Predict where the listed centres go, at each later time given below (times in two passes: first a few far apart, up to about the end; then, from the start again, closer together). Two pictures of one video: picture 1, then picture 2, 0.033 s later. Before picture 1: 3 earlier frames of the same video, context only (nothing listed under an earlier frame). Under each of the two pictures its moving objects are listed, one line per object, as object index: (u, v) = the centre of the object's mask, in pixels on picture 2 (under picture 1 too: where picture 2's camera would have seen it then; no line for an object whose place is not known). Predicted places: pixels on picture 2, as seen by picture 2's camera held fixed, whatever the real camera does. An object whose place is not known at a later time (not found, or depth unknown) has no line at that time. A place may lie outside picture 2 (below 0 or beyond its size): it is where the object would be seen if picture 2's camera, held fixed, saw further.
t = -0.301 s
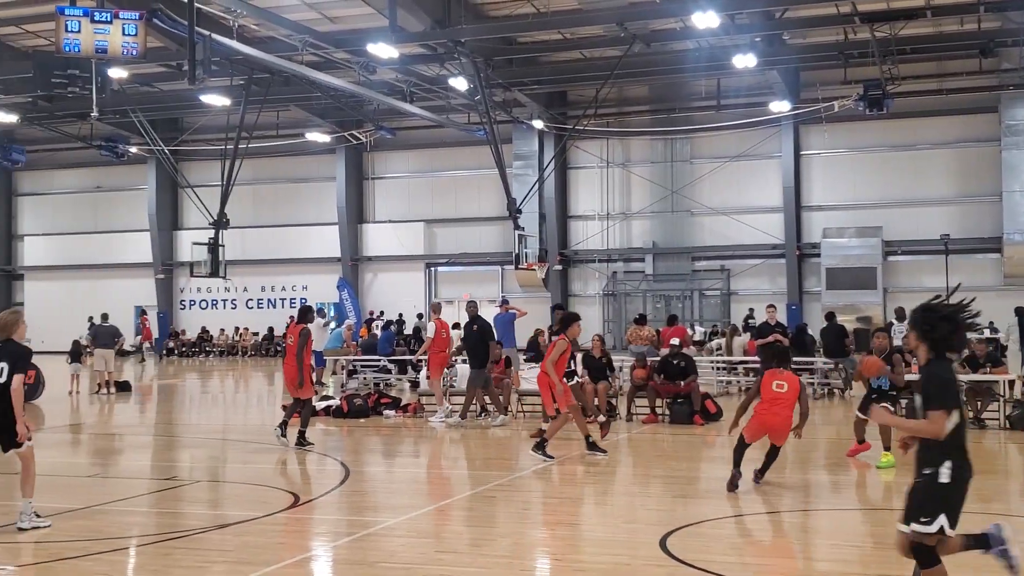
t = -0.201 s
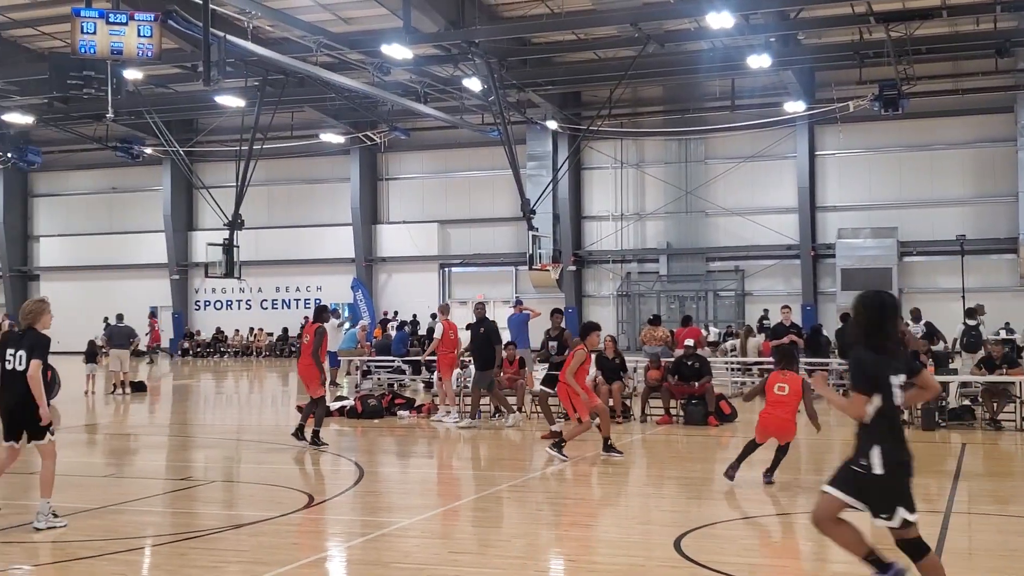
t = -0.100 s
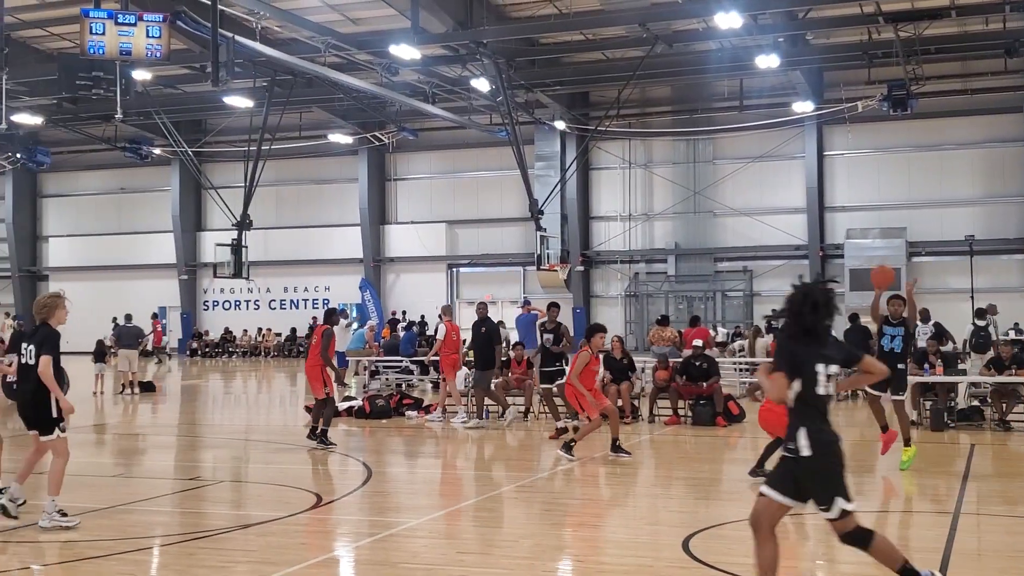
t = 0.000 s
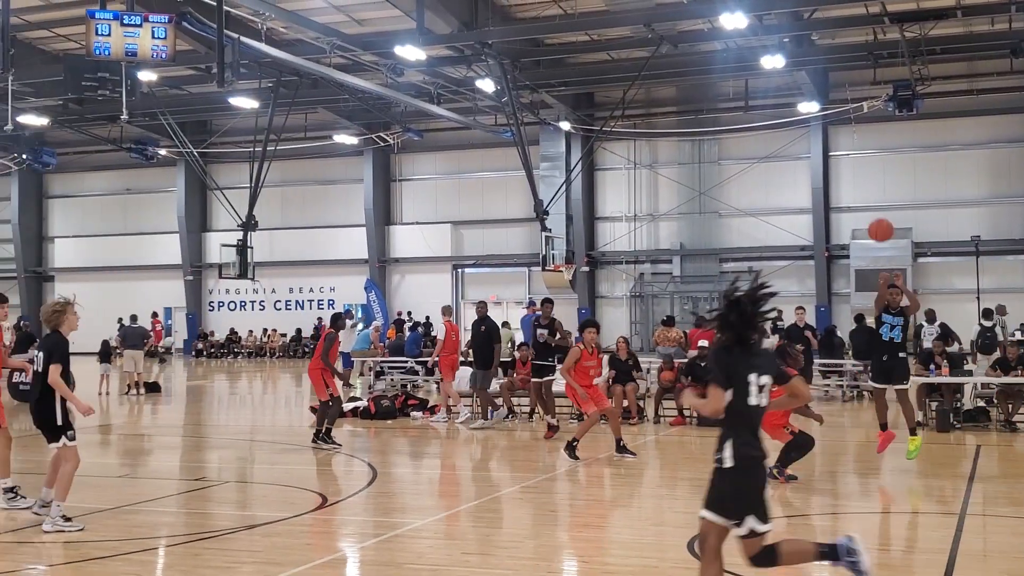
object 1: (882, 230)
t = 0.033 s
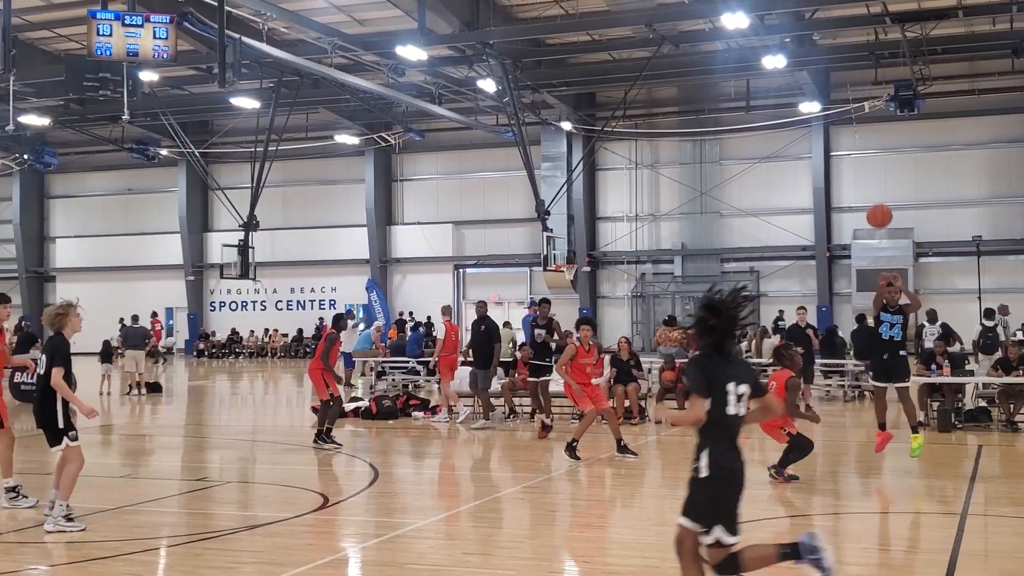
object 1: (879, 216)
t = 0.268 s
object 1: (858, 138)
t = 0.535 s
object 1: (827, 108)
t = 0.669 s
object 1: (806, 128)
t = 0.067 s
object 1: (876, 202)
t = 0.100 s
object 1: (873, 190)
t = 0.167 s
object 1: (868, 167)
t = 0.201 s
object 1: (865, 156)
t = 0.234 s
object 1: (862, 147)
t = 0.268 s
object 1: (858, 138)
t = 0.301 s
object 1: (855, 130)
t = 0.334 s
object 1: (851, 124)
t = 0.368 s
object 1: (847, 118)
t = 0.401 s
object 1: (843, 113)
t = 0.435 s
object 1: (839, 110)
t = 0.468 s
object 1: (835, 108)
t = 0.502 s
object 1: (831, 107)
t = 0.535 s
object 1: (827, 108)
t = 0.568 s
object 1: (822, 110)
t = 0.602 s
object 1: (817, 114)
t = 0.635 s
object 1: (811, 120)
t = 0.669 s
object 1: (806, 128)
